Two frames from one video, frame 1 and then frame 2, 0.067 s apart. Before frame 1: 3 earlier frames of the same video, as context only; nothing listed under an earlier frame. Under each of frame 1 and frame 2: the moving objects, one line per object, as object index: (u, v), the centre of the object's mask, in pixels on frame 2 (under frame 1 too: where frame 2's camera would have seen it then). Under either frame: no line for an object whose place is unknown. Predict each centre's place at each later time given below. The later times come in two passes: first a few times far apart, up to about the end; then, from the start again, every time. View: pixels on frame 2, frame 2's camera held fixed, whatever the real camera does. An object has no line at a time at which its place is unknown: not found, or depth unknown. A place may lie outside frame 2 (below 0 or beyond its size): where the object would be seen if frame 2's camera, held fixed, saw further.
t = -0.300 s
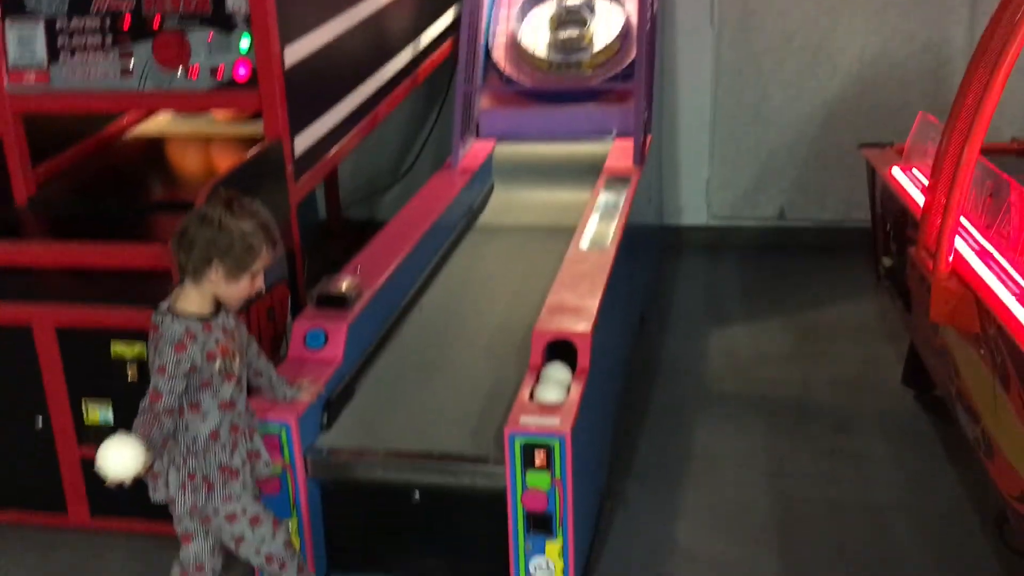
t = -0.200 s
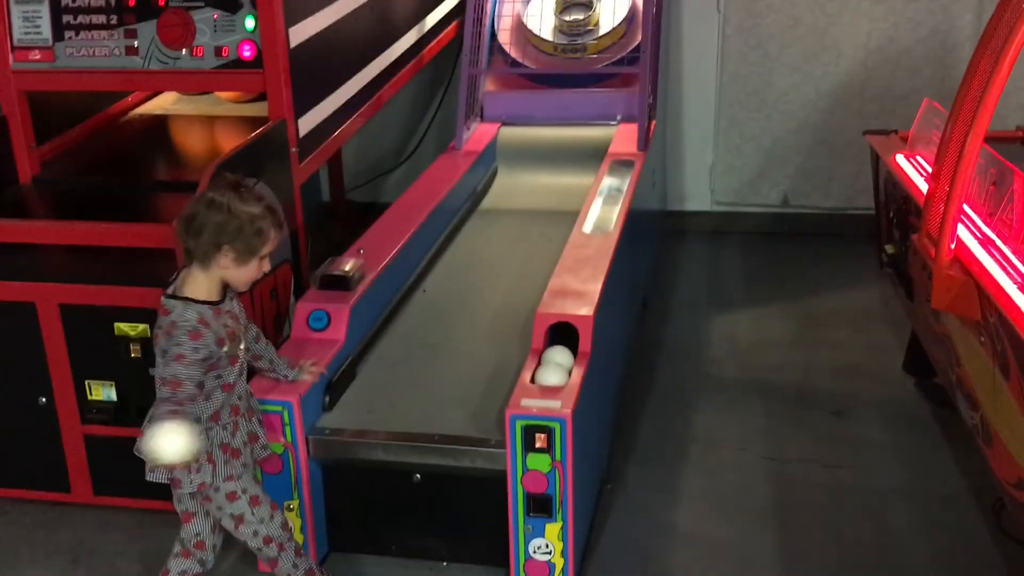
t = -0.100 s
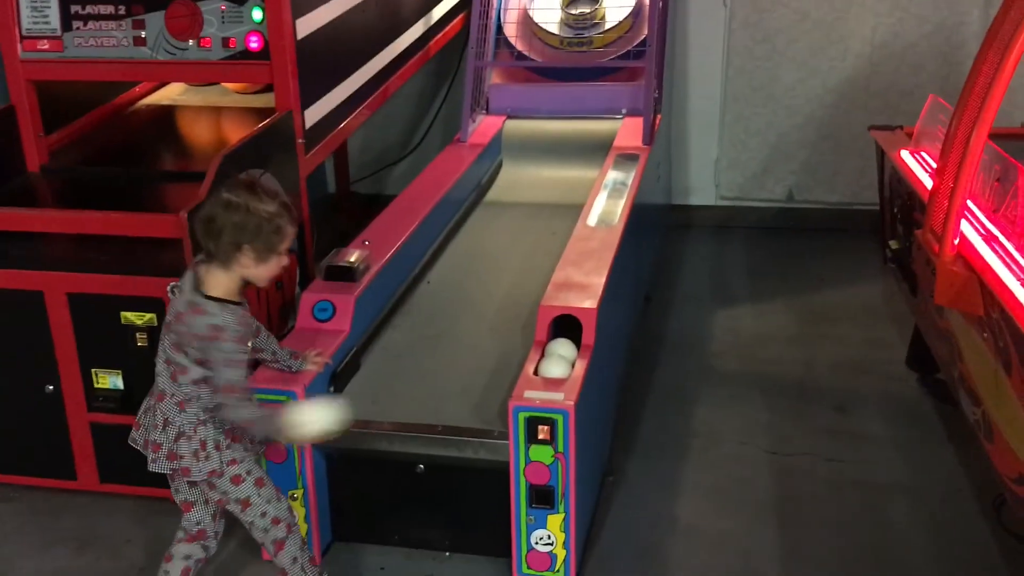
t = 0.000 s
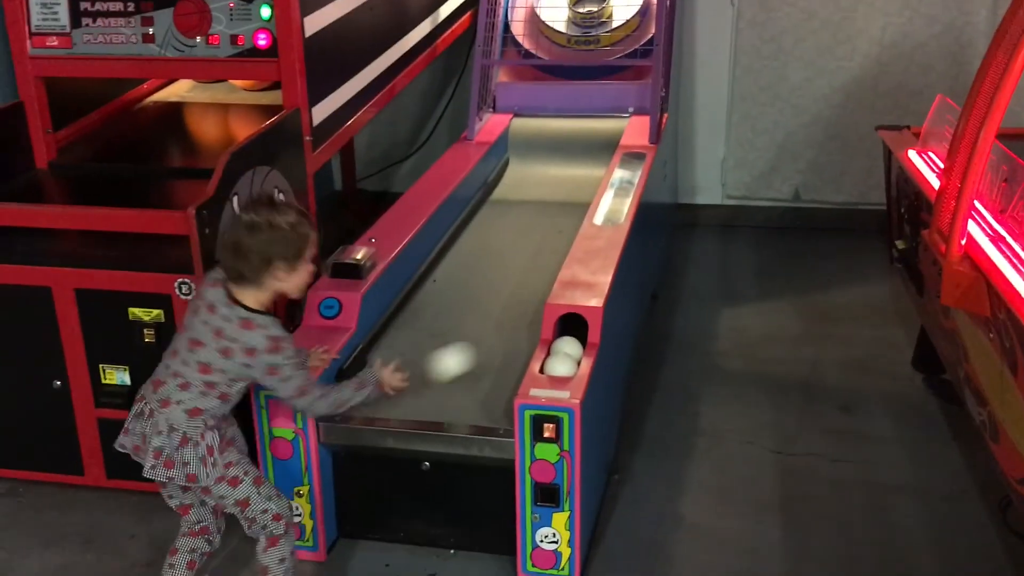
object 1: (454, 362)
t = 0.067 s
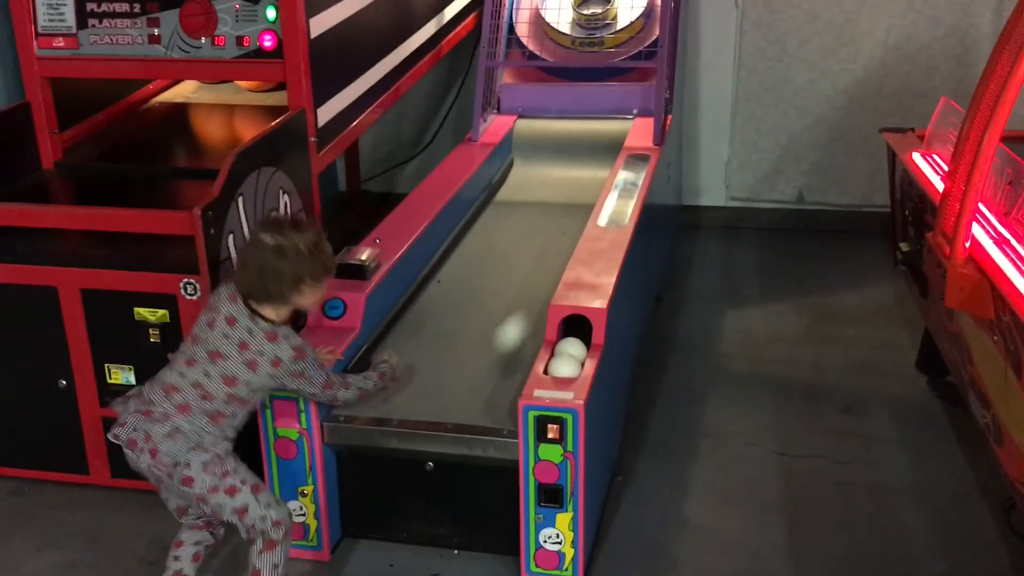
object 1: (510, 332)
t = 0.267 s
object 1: (563, 221)
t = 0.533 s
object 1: (579, 109)
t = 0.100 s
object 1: (531, 306)
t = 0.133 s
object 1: (549, 284)
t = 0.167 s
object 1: (558, 261)
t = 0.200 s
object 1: (561, 245)
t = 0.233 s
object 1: (565, 233)
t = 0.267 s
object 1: (563, 221)
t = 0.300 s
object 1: (568, 208)
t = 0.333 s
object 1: (572, 197)
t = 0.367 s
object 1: (573, 189)
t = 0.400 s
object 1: (576, 178)
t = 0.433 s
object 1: (580, 166)
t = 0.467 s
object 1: (581, 150)
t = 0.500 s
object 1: (581, 130)
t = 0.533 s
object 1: (579, 109)
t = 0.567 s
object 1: (577, 92)
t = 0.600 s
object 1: (576, 77)
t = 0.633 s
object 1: (574, 65)
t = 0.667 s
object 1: (573, 55)
